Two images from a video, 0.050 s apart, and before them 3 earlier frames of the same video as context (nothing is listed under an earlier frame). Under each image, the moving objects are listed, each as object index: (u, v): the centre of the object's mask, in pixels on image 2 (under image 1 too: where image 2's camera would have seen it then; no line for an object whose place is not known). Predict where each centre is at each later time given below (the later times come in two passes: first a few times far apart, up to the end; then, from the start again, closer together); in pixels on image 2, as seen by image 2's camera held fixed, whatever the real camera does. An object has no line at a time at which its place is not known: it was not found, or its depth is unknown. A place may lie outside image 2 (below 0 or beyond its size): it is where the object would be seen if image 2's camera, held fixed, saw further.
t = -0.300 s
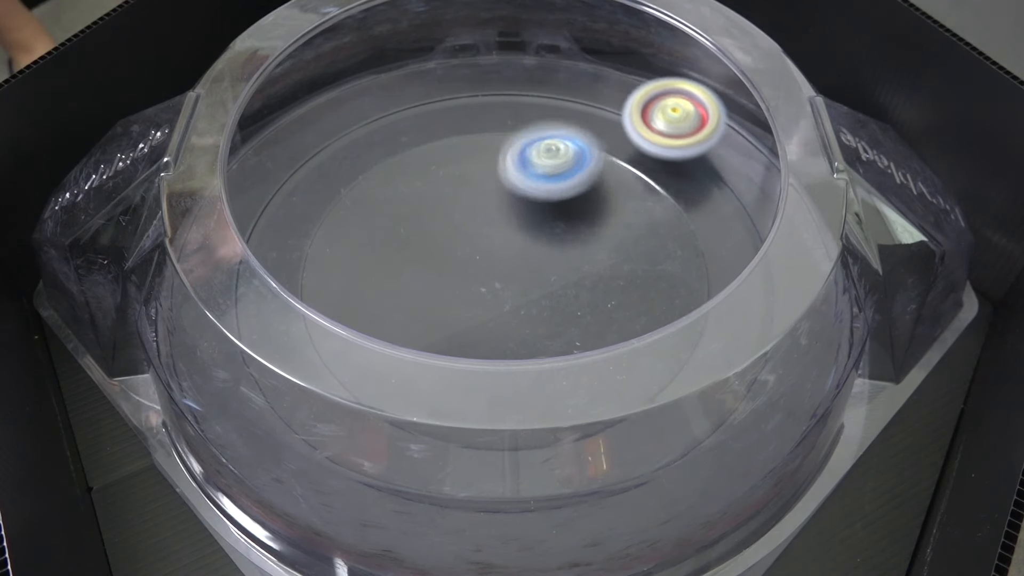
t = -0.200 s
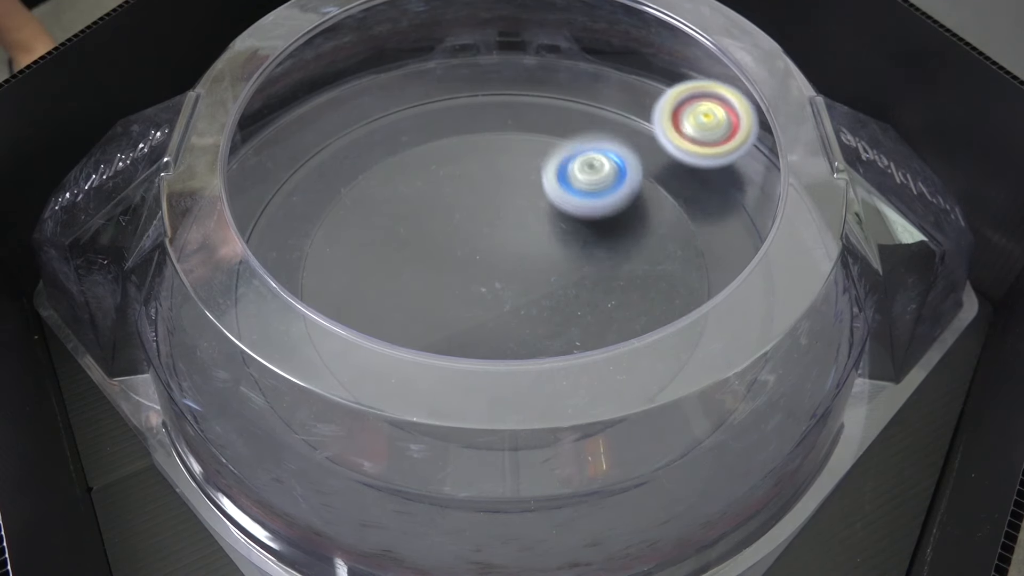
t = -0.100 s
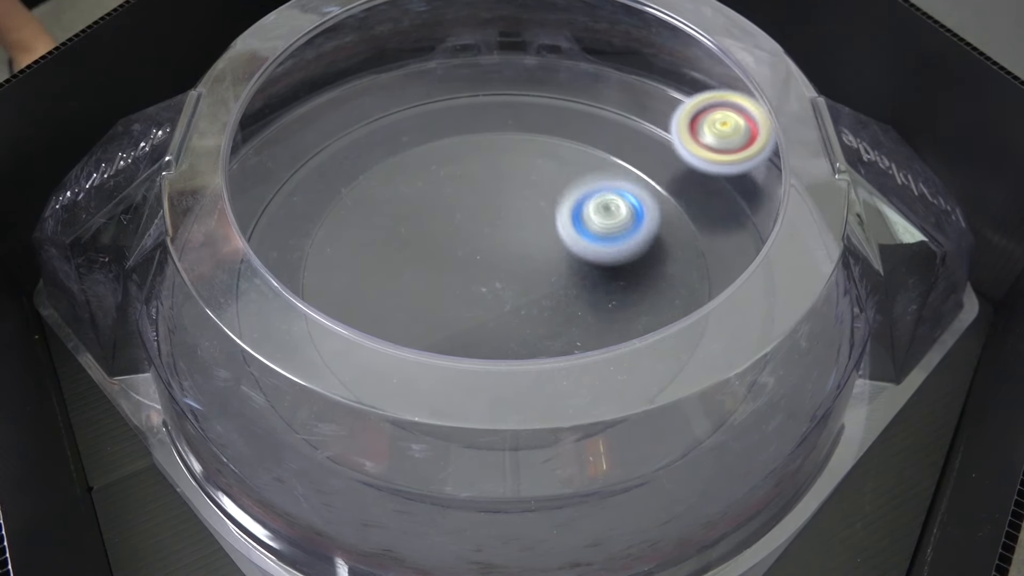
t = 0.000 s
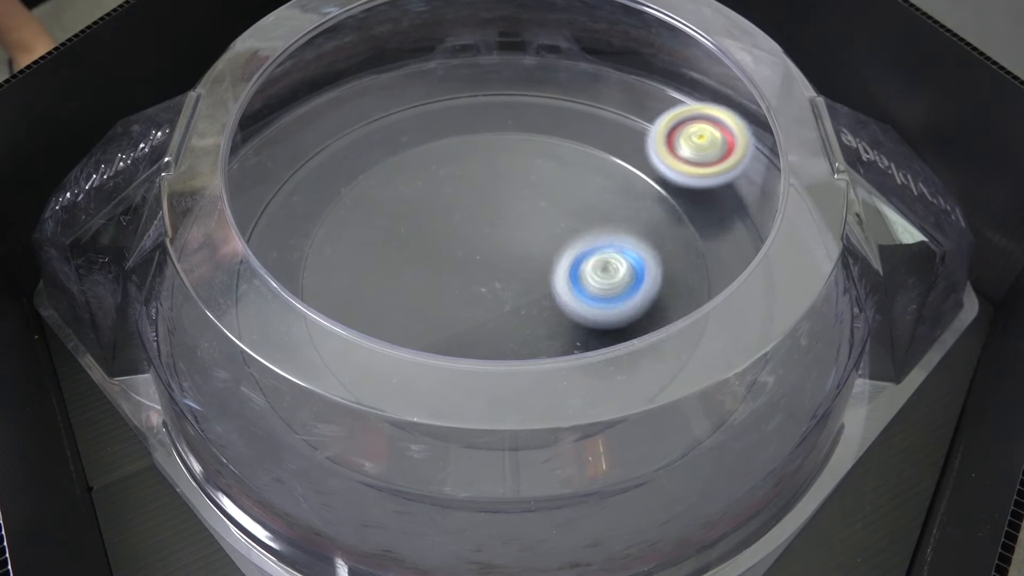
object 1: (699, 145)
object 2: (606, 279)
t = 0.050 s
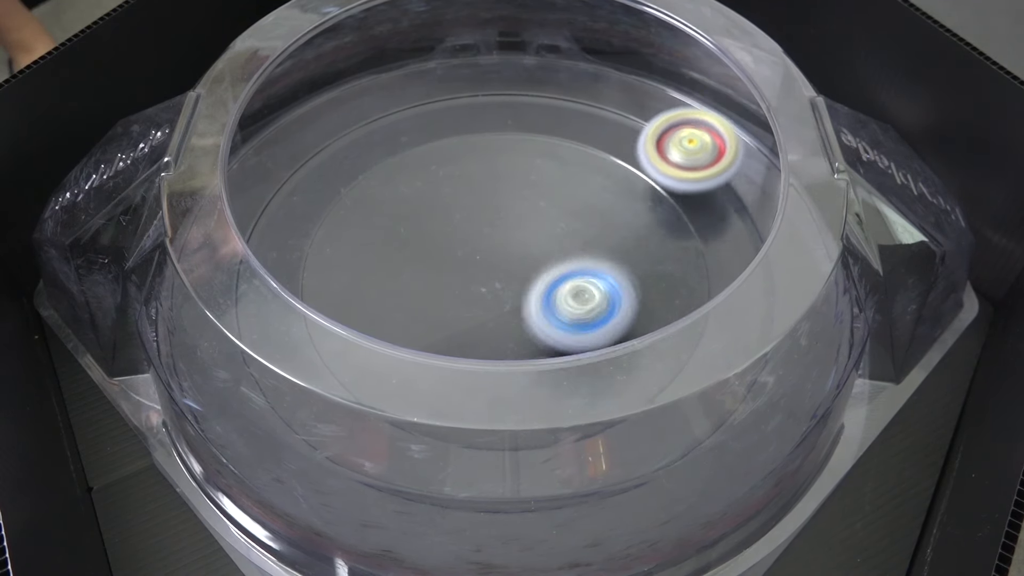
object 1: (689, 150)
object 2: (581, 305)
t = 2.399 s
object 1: (349, 214)
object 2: (358, 117)
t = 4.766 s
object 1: (624, 294)
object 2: (422, 231)
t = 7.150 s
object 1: (465, 358)
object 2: (513, 286)
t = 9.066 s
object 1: (366, 261)
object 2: (635, 246)
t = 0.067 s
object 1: (688, 152)
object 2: (568, 311)
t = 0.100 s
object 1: (689, 155)
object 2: (539, 318)
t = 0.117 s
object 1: (691, 157)
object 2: (524, 320)
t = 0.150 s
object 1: (697, 162)
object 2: (495, 320)
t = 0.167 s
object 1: (702, 164)
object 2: (480, 318)
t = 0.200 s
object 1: (716, 169)
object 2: (455, 308)
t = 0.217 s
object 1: (723, 172)
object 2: (445, 302)
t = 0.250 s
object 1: (736, 177)
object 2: (427, 283)
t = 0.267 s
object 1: (740, 178)
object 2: (422, 273)
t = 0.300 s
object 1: (740, 187)
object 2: (415, 253)
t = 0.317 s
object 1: (736, 190)
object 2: (415, 243)
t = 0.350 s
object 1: (733, 196)
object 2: (418, 223)
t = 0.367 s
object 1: (732, 198)
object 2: (421, 213)
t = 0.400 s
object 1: (732, 203)
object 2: (431, 195)
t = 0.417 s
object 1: (733, 206)
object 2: (437, 187)
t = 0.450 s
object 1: (746, 212)
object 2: (453, 171)
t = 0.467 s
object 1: (753, 215)
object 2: (463, 165)
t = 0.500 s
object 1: (763, 219)
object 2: (482, 155)
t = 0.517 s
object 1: (765, 220)
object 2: (494, 151)
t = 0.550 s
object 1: (763, 222)
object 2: (517, 148)
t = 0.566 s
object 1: (760, 223)
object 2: (528, 149)
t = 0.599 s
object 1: (751, 222)
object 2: (552, 153)
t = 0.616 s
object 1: (748, 221)
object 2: (564, 158)
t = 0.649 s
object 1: (744, 222)
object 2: (584, 170)
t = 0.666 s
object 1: (744, 224)
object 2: (594, 178)
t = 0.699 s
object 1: (746, 228)
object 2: (608, 199)
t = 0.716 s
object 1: (749, 230)
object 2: (612, 210)
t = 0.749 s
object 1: (756, 236)
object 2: (620, 231)
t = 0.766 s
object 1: (759, 240)
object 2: (620, 244)
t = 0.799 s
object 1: (763, 245)
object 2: (615, 268)
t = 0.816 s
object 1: (769, 248)
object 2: (611, 279)
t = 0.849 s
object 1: (762, 247)
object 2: (595, 301)
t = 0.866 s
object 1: (761, 249)
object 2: (584, 309)
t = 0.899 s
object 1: (759, 250)
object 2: (559, 321)
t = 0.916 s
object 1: (760, 252)
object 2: (543, 325)
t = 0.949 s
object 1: (761, 259)
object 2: (514, 330)
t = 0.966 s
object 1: (761, 262)
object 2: (498, 331)
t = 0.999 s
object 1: (758, 267)
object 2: (468, 330)
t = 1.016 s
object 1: (756, 269)
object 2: (453, 327)
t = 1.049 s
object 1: (755, 273)
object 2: (426, 319)
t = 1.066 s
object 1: (754, 275)
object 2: (413, 314)
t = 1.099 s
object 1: (751, 279)
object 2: (391, 302)
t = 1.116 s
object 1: (750, 281)
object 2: (383, 296)
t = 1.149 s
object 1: (747, 282)
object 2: (367, 279)
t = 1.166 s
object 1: (745, 283)
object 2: (363, 269)
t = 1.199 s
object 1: (741, 285)
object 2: (357, 249)
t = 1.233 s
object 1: (735, 286)
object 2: (358, 231)
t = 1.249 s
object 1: (731, 286)
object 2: (361, 220)
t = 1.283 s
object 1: (726, 287)
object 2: (371, 203)
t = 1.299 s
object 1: (723, 287)
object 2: (377, 194)
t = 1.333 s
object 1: (715, 287)
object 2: (394, 180)
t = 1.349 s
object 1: (711, 286)
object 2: (404, 174)
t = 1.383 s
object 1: (698, 284)
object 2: (426, 165)
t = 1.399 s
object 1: (691, 282)
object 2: (438, 162)
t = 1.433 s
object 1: (673, 275)
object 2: (464, 160)
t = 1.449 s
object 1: (668, 274)
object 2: (477, 160)
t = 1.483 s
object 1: (651, 266)
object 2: (504, 163)
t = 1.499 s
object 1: (641, 261)
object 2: (517, 166)
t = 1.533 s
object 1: (621, 248)
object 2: (542, 176)
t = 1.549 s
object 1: (612, 246)
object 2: (550, 179)
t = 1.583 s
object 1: (621, 260)
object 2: (548, 168)
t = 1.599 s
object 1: (626, 269)
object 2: (543, 162)
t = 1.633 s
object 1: (633, 283)
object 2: (536, 156)
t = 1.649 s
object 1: (636, 287)
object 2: (534, 154)
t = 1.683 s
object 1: (637, 293)
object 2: (529, 154)
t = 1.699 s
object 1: (638, 295)
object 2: (529, 156)
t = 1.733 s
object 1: (637, 299)
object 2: (528, 162)
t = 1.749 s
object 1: (638, 300)
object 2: (530, 167)
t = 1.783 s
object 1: (636, 302)
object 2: (534, 177)
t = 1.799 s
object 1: (637, 302)
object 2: (537, 185)
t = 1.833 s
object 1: (640, 310)
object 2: (547, 200)
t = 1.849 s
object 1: (639, 308)
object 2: (552, 208)
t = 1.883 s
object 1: (638, 308)
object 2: (564, 225)
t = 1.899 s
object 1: (639, 308)
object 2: (567, 235)
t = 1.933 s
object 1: (643, 318)
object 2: (568, 250)
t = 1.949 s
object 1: (669, 346)
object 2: (550, 235)
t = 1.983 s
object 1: (731, 414)
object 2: (502, 183)
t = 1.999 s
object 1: (739, 430)
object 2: (477, 159)
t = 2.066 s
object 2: (402, 72)
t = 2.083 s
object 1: (601, 384)
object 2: (391, 62)
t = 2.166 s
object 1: (488, 345)
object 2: (389, 107)
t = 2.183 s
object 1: (467, 327)
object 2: (386, 111)
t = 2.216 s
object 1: (432, 306)
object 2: (384, 119)
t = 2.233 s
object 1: (418, 292)
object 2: (384, 124)
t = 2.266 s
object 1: (395, 267)
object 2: (380, 131)
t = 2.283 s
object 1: (386, 255)
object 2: (379, 134)
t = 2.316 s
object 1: (371, 231)
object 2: (374, 137)
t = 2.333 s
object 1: (366, 220)
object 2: (371, 138)
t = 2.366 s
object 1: (356, 207)
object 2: (364, 135)
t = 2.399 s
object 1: (349, 214)
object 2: (358, 117)
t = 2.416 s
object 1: (347, 217)
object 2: (356, 109)
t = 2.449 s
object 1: (343, 224)
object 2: (359, 97)
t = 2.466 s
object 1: (341, 227)
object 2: (363, 94)
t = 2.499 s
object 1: (341, 233)
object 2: (371, 89)
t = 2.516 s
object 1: (341, 236)
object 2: (375, 85)
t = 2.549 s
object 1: (344, 242)
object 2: (379, 80)
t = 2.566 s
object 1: (347, 244)
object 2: (380, 76)
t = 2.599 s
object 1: (353, 249)
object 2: (383, 70)
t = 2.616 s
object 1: (358, 252)
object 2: (388, 71)
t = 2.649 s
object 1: (368, 255)
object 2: (398, 75)
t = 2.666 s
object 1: (373, 256)
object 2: (404, 78)
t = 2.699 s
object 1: (387, 259)
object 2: (415, 86)
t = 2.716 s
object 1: (393, 260)
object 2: (422, 89)
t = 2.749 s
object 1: (407, 261)
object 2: (433, 95)
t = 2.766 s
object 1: (416, 261)
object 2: (438, 99)
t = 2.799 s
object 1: (432, 260)
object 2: (451, 107)
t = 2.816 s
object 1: (442, 259)
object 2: (456, 112)
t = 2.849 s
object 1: (459, 257)
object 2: (472, 125)
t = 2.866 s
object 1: (466, 255)
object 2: (479, 131)
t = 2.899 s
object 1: (482, 250)
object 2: (499, 144)
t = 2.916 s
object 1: (490, 249)
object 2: (507, 149)
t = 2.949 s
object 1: (504, 244)
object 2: (526, 161)
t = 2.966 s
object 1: (509, 246)
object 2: (538, 163)
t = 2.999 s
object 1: (516, 250)
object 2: (559, 167)
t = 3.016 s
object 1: (518, 251)
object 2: (569, 172)
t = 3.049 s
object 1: (523, 253)
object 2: (585, 181)
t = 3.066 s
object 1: (526, 254)
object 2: (593, 187)
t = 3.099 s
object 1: (529, 253)
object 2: (608, 199)
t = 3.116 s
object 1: (531, 252)
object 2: (614, 205)
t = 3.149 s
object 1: (533, 249)
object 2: (628, 219)
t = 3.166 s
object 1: (533, 246)
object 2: (632, 224)
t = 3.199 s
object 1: (534, 240)
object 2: (640, 240)
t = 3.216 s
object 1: (536, 238)
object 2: (643, 247)
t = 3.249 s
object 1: (538, 231)
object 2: (644, 263)
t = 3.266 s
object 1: (539, 226)
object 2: (646, 271)
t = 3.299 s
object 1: (541, 219)
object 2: (642, 286)
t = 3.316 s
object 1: (541, 216)
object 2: (639, 292)
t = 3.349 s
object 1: (542, 209)
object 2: (631, 302)
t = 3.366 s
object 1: (544, 205)
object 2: (624, 308)
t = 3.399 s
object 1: (545, 199)
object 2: (617, 329)
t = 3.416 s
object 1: (545, 196)
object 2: (610, 335)
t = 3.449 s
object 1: (547, 190)
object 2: (592, 349)
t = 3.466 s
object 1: (549, 189)
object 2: (583, 353)
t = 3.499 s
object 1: (551, 185)
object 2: (565, 364)
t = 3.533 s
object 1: (554, 181)
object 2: (542, 368)
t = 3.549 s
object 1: (556, 178)
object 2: (532, 370)
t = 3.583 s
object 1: (559, 175)
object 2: (509, 361)
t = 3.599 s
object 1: (559, 174)
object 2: (498, 361)
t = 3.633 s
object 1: (563, 171)
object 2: (479, 355)
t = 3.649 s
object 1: (566, 170)
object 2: (470, 350)
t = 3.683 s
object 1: (570, 168)
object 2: (453, 342)
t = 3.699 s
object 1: (571, 167)
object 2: (447, 334)
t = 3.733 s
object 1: (576, 164)
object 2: (436, 317)
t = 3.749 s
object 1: (579, 164)
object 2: (430, 313)
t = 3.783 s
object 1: (583, 162)
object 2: (422, 302)
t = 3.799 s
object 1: (586, 159)
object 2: (418, 296)
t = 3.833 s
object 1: (592, 157)
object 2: (416, 281)
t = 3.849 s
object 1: (594, 157)
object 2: (416, 273)
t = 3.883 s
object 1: (599, 155)
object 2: (418, 258)
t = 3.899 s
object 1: (601, 154)
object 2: (420, 250)
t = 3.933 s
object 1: (601, 154)
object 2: (429, 237)
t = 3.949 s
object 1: (600, 156)
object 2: (434, 230)
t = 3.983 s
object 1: (599, 159)
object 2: (444, 219)
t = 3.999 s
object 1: (599, 161)
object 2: (452, 214)
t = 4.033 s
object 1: (595, 168)
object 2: (466, 205)
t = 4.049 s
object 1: (591, 172)
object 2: (472, 202)
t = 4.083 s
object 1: (589, 183)
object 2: (486, 196)
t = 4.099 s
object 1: (592, 186)
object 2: (487, 196)
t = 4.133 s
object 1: (601, 196)
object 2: (490, 197)
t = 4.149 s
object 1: (605, 199)
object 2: (492, 198)
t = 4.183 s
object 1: (613, 208)
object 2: (501, 200)
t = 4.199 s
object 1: (617, 212)
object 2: (505, 201)
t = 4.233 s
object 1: (624, 219)
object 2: (516, 205)
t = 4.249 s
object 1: (627, 222)
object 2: (523, 208)
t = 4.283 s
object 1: (636, 227)
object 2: (533, 216)
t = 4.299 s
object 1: (642, 231)
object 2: (536, 220)
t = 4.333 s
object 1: (655, 234)
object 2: (538, 234)
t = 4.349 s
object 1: (661, 234)
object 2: (538, 241)
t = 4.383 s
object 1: (671, 238)
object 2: (535, 255)
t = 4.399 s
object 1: (677, 241)
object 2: (531, 261)
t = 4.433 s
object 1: (686, 244)
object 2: (520, 272)
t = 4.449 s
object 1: (691, 244)
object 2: (513, 276)
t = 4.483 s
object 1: (696, 245)
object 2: (500, 283)
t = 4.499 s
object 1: (694, 246)
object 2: (492, 284)
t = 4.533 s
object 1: (689, 248)
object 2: (477, 285)
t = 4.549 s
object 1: (687, 248)
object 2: (469, 285)
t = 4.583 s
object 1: (680, 252)
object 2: (454, 283)
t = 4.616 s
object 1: (673, 258)
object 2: (441, 275)
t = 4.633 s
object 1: (669, 262)
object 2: (435, 272)
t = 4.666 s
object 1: (659, 271)
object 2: (426, 263)
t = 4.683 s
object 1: (654, 275)
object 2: (423, 258)
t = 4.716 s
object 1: (642, 283)
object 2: (419, 247)
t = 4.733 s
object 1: (636, 287)
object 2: (418, 242)
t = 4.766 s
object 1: (624, 294)
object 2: (422, 231)
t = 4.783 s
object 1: (618, 297)
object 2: (426, 226)
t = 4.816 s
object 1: (607, 304)
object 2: (438, 219)
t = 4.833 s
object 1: (600, 307)
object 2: (445, 218)
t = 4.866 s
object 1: (589, 313)
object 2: (460, 216)
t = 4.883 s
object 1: (583, 315)
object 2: (469, 217)
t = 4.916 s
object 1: (573, 319)
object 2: (486, 222)
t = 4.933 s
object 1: (568, 321)
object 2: (495, 225)
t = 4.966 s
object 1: (560, 324)
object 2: (510, 233)
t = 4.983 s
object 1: (555, 325)
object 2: (516, 238)
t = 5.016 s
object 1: (548, 328)
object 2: (526, 249)
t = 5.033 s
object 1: (544, 329)
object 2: (530, 255)
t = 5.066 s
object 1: (537, 332)
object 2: (537, 264)
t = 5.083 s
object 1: (531, 344)
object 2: (540, 266)
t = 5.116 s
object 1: (519, 354)
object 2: (546, 266)
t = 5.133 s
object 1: (515, 359)
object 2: (548, 268)
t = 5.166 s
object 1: (507, 371)
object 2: (551, 273)
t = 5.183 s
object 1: (501, 369)
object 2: (553, 277)
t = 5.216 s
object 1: (495, 373)
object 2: (554, 285)
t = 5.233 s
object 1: (492, 373)
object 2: (553, 290)
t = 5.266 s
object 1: (486, 377)
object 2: (548, 298)
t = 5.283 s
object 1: (484, 378)
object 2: (544, 302)
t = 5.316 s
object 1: (476, 381)
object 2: (534, 308)
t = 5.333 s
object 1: (473, 382)
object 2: (527, 310)
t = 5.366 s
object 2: (514, 303)
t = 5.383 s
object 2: (508, 297)
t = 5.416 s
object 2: (501, 285)
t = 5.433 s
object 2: (500, 279)
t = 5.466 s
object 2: (499, 267)
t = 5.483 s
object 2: (500, 262)
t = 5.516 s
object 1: (436, 408)
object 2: (503, 250)
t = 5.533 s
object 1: (431, 408)
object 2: (506, 243)
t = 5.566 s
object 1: (427, 409)
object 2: (513, 233)
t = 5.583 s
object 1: (422, 408)
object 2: (517, 229)
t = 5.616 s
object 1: (416, 407)
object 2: (526, 220)
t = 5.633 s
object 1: (414, 408)
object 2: (531, 218)
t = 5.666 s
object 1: (404, 407)
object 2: (542, 214)
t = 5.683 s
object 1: (399, 408)
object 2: (548, 212)
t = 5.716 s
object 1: (389, 406)
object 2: (559, 211)
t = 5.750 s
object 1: (378, 402)
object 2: (571, 212)
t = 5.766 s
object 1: (370, 398)
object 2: (576, 214)
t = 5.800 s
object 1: (358, 394)
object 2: (584, 219)
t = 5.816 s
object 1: (353, 390)
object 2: (586, 224)
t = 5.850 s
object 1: (342, 383)
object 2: (589, 236)
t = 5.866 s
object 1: (337, 381)
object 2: (588, 242)
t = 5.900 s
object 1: (329, 369)
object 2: (583, 254)
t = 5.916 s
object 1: (324, 363)
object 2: (578, 260)
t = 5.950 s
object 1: (317, 354)
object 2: (566, 270)
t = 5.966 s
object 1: (315, 347)
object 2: (560, 274)
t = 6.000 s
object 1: (311, 334)
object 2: (545, 281)
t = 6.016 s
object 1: (310, 330)
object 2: (537, 283)
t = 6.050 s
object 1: (306, 318)
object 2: (521, 285)
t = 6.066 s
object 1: (304, 313)
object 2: (513, 285)
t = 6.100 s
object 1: (306, 301)
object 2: (497, 283)
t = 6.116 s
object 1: (307, 295)
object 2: (490, 282)
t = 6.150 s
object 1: (315, 288)
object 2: (475, 276)
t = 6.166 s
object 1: (325, 285)
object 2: (468, 273)
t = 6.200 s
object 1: (340, 279)
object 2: (457, 264)
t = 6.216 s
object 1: (348, 280)
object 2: (452, 260)
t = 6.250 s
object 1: (355, 283)
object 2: (455, 246)
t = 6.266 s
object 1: (353, 283)
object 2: (458, 238)
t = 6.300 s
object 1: (357, 287)
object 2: (465, 223)
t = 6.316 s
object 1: (359, 288)
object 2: (468, 219)
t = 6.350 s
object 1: (367, 291)
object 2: (475, 210)
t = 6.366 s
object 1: (374, 293)
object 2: (480, 205)
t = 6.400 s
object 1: (387, 293)
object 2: (490, 201)
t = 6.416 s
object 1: (394, 295)
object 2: (495, 200)
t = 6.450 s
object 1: (412, 295)
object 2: (507, 200)
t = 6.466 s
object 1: (420, 294)
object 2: (514, 200)
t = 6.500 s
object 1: (441, 292)
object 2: (525, 207)
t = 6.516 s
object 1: (449, 289)
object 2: (530, 213)
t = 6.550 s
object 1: (466, 286)
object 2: (538, 224)
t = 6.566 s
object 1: (470, 284)
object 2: (544, 227)
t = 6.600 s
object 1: (473, 292)
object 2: (556, 228)
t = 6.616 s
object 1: (476, 294)
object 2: (560, 232)
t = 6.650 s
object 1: (482, 295)
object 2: (566, 237)
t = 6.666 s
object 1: (486, 296)
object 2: (567, 241)
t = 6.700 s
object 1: (487, 300)
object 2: (573, 243)
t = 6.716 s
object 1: (488, 301)
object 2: (574, 246)
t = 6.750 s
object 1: (489, 306)
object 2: (577, 251)
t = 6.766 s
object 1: (490, 311)
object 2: (579, 252)
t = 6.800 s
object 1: (487, 317)
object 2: (580, 257)
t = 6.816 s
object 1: (489, 320)
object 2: (578, 262)
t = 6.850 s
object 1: (494, 323)
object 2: (577, 269)
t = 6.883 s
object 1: (484, 329)
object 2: (579, 270)
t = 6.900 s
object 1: (482, 331)
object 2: (580, 269)
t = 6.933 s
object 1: (475, 345)
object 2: (579, 271)
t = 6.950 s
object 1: (472, 348)
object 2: (578, 273)
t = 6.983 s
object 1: (470, 352)
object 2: (572, 279)
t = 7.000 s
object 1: (468, 353)
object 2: (566, 284)
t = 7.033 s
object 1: (466, 357)
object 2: (555, 289)
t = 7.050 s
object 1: (465, 357)
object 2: (550, 291)
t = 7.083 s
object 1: (464, 359)
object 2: (537, 294)
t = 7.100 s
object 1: (465, 359)
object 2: (531, 292)
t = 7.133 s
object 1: (463, 359)
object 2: (519, 289)
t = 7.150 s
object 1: (465, 358)
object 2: (513, 286)
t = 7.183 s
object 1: (466, 353)
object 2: (503, 281)
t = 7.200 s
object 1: (468, 352)
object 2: (497, 278)
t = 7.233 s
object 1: (472, 345)
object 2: (487, 269)
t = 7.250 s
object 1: (473, 343)
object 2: (485, 266)
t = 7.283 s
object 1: (477, 331)
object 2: (477, 259)
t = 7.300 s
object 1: (478, 329)
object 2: (475, 255)
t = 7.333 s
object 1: (483, 325)
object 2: (472, 247)
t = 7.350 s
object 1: (484, 322)
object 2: (471, 241)
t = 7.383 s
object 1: (489, 316)
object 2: (470, 234)
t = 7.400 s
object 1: (492, 311)
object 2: (469, 229)
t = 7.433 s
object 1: (494, 305)
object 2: (472, 216)
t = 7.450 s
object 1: (495, 300)
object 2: (472, 213)
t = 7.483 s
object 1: (496, 291)
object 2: (475, 203)
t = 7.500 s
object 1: (496, 286)
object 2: (480, 200)
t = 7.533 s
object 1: (493, 277)
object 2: (484, 193)
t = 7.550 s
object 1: (491, 274)
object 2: (487, 189)
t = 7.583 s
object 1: (485, 268)
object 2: (495, 182)
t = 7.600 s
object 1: (482, 265)
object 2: (498, 178)
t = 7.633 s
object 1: (476, 262)
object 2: (505, 176)
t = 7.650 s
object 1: (472, 261)
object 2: (509, 175)
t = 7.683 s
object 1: (467, 259)
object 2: (519, 177)
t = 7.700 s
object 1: (464, 258)
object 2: (522, 180)
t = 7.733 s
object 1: (459, 259)
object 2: (529, 187)
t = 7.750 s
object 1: (457, 259)
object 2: (534, 191)
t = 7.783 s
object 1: (454, 261)
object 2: (538, 200)
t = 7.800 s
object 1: (453, 263)
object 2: (540, 205)
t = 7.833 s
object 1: (455, 265)
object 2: (544, 216)
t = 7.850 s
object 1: (457, 266)
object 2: (545, 220)
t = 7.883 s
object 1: (445, 275)
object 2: (555, 223)
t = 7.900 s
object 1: (438, 280)
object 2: (566, 221)
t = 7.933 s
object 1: (425, 291)
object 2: (580, 222)
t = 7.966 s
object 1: (421, 300)
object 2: (589, 227)
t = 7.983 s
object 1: (419, 302)
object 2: (591, 230)
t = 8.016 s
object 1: (421, 308)
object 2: (595, 238)
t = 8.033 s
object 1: (424, 309)
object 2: (597, 242)
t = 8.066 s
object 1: (427, 313)
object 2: (597, 252)
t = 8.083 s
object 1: (432, 315)
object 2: (597, 256)
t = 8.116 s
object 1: (436, 317)
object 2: (594, 266)
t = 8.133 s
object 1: (442, 320)
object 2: (592, 271)
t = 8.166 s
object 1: (450, 321)
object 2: (588, 281)
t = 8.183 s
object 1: (457, 322)
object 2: (583, 285)
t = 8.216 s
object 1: (470, 322)
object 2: (578, 293)
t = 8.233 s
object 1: (471, 323)
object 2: (576, 295)
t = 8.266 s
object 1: (436, 324)
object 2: (610, 283)
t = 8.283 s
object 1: (423, 323)
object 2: (625, 274)
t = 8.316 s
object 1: (395, 319)
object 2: (652, 262)
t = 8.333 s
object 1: (382, 318)
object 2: (659, 257)
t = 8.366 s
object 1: (350, 324)
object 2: (675, 249)
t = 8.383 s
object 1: (340, 323)
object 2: (678, 247)
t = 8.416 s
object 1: (327, 321)
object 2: (686, 244)
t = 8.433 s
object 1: (323, 316)
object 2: (685, 244)
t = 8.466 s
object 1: (319, 315)
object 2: (688, 245)
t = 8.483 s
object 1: (318, 313)
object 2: (688, 245)
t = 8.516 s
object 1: (314, 310)
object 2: (689, 247)
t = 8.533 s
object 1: (313, 309)
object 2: (689, 247)
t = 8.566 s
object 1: (311, 305)
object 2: (688, 250)
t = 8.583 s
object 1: (310, 302)
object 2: (688, 249)
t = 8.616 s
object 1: (309, 297)
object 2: (683, 251)
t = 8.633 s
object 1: (308, 295)
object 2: (682, 250)
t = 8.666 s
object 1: (309, 290)
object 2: (673, 251)
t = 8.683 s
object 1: (310, 287)
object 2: (669, 250)
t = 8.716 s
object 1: (313, 280)
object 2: (656, 250)
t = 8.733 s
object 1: (321, 273)
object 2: (652, 250)
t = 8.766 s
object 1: (327, 273)
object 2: (638, 251)
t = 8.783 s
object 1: (334, 273)
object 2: (633, 252)
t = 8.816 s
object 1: (346, 274)
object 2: (619, 254)
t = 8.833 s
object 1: (352, 272)
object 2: (614, 255)
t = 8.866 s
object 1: (369, 274)
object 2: (600, 258)
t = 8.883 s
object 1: (377, 271)
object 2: (594, 259)
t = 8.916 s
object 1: (396, 272)
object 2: (580, 261)
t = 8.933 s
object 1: (404, 273)
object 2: (573, 263)
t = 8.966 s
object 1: (424, 273)
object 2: (560, 265)
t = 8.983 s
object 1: (434, 274)
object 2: (553, 267)
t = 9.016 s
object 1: (424, 269)
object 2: (566, 264)
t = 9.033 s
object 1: (406, 261)
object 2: (590, 257)
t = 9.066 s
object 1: (366, 261)
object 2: (635, 246)
